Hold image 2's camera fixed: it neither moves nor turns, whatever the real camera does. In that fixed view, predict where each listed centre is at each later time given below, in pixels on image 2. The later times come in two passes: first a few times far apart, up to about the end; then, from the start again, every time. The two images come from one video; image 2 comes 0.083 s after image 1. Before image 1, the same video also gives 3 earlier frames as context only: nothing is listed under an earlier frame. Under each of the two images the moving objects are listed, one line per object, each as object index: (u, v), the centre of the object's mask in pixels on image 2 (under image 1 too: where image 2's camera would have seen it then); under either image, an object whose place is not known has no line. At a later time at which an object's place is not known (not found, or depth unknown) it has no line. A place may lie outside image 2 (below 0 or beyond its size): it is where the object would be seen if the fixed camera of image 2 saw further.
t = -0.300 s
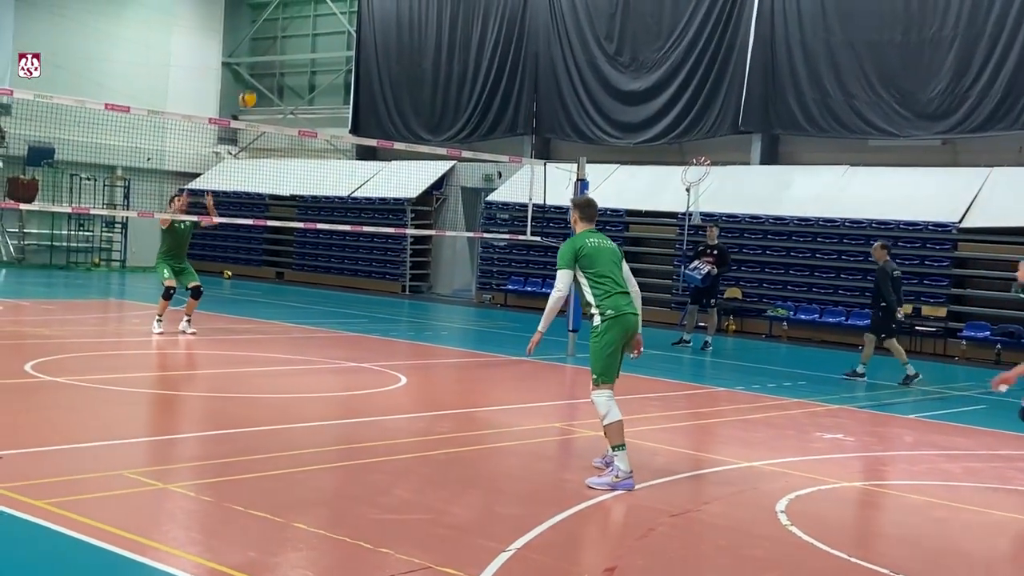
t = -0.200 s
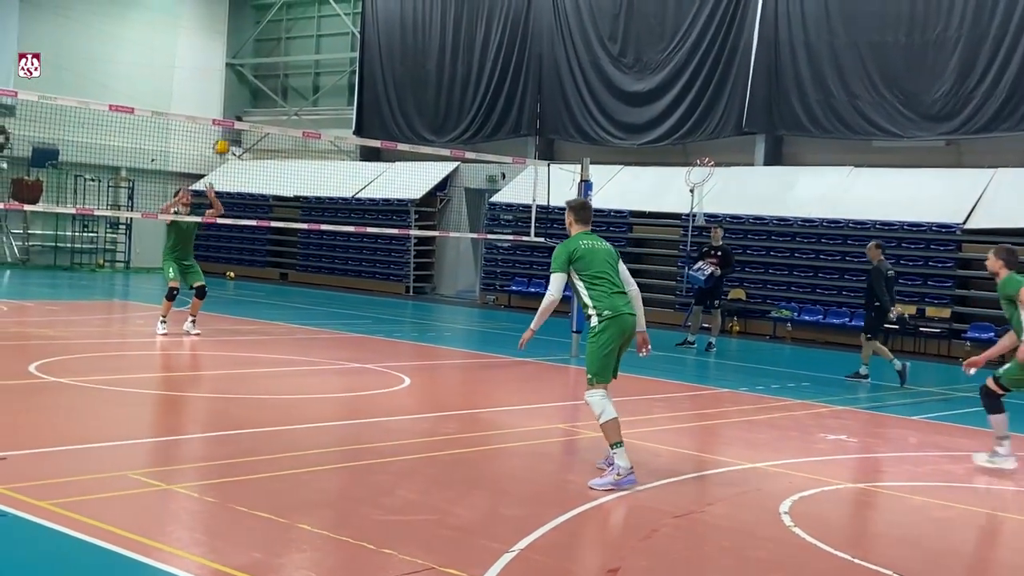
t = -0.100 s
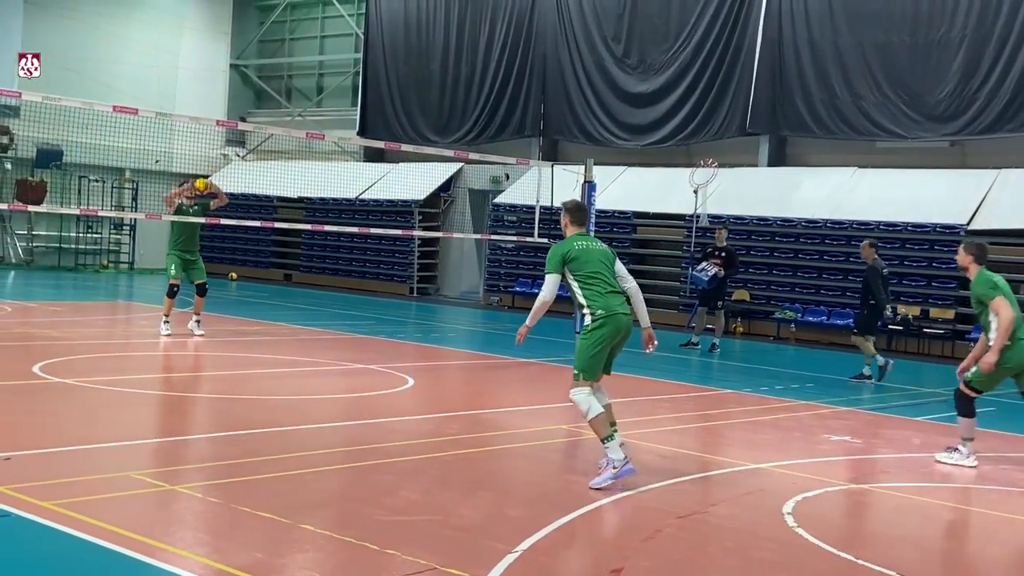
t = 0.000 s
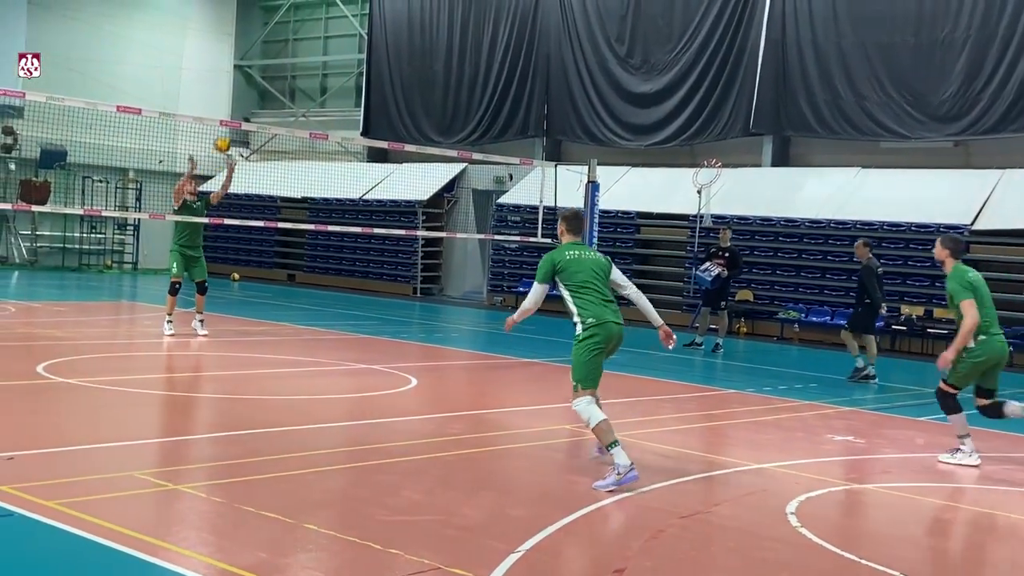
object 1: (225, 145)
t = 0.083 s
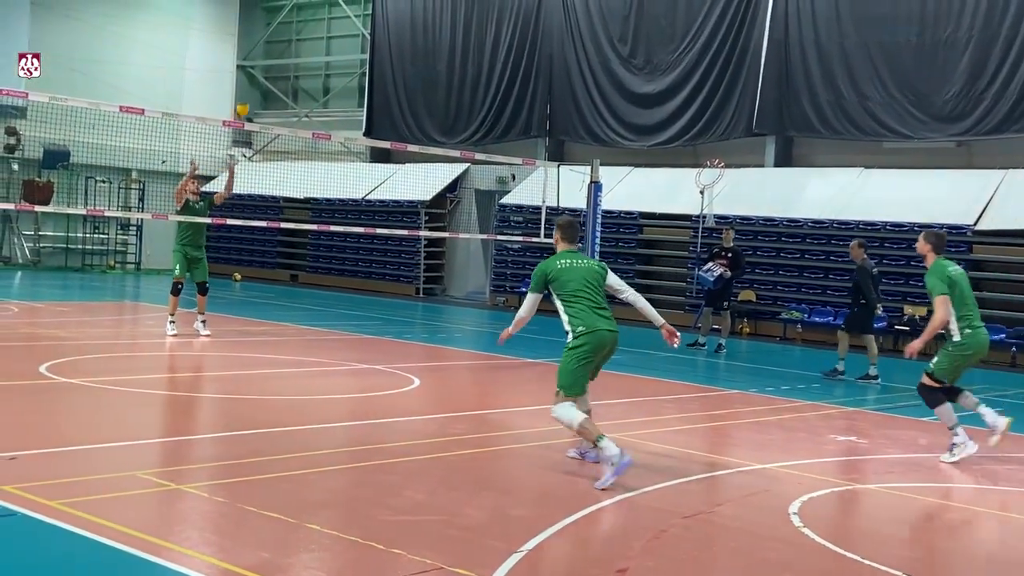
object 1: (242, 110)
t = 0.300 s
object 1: (284, 43)
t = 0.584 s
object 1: (335, 10)
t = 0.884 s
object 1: (391, 54)
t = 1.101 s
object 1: (429, 138)
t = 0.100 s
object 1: (244, 104)
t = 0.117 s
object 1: (247, 98)
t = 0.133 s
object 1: (251, 92)
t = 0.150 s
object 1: (254, 86)
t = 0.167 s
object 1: (257, 80)
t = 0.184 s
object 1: (261, 75)
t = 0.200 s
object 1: (264, 71)
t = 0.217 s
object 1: (268, 65)
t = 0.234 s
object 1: (271, 60)
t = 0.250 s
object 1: (274, 55)
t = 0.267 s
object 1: (277, 51)
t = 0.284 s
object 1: (280, 47)
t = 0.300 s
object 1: (284, 43)
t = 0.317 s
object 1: (286, 40)
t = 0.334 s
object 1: (290, 36)
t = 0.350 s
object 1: (293, 33)
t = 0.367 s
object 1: (296, 29)
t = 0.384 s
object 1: (299, 27)
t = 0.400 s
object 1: (302, 25)
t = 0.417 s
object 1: (305, 21)
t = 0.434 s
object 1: (308, 20)
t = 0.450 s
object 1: (311, 17)
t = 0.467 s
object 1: (314, 16)
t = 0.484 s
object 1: (318, 14)
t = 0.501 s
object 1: (321, 13)
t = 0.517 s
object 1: (323, 12)
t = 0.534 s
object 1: (326, 12)
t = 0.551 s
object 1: (330, 10)
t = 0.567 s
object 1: (332, 10)
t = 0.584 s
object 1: (335, 10)
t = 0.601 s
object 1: (338, 10)
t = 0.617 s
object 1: (342, 11)
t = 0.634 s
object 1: (344, 12)
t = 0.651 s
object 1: (348, 13)
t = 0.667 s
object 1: (351, 14)
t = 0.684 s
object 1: (354, 16)
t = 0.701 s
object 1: (357, 18)
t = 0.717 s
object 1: (360, 19)
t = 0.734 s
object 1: (364, 22)
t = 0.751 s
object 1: (367, 24)
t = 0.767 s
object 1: (369, 27)
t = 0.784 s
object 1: (373, 30)
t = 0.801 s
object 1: (375, 33)
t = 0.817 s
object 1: (379, 37)
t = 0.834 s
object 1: (382, 40)
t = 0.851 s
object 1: (385, 44)
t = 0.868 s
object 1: (389, 49)
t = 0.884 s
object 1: (391, 54)
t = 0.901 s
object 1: (394, 58)
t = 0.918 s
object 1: (398, 64)
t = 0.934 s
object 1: (401, 69)
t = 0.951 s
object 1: (404, 75)
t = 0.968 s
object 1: (406, 81)
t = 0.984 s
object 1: (410, 87)
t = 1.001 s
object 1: (412, 94)
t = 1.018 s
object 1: (415, 100)
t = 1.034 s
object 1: (418, 107)
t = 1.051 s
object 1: (421, 115)
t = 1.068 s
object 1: (424, 122)
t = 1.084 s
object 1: (427, 130)
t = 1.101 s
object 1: (429, 138)
